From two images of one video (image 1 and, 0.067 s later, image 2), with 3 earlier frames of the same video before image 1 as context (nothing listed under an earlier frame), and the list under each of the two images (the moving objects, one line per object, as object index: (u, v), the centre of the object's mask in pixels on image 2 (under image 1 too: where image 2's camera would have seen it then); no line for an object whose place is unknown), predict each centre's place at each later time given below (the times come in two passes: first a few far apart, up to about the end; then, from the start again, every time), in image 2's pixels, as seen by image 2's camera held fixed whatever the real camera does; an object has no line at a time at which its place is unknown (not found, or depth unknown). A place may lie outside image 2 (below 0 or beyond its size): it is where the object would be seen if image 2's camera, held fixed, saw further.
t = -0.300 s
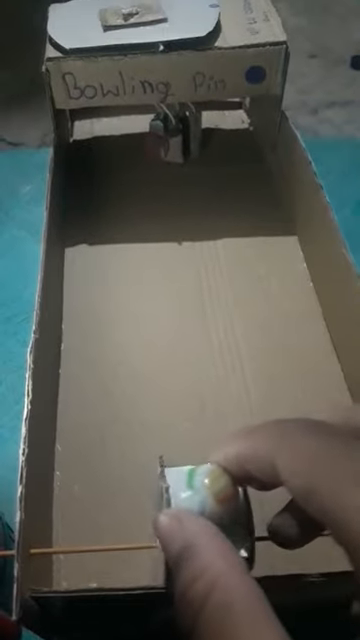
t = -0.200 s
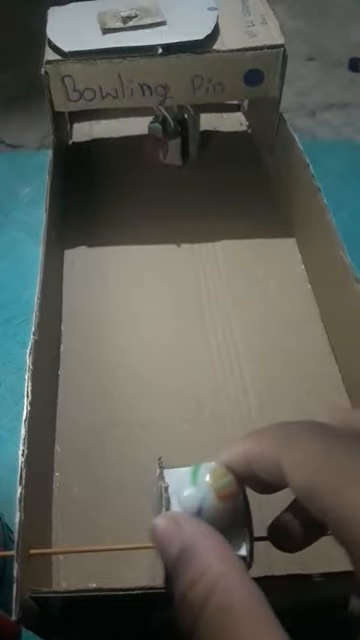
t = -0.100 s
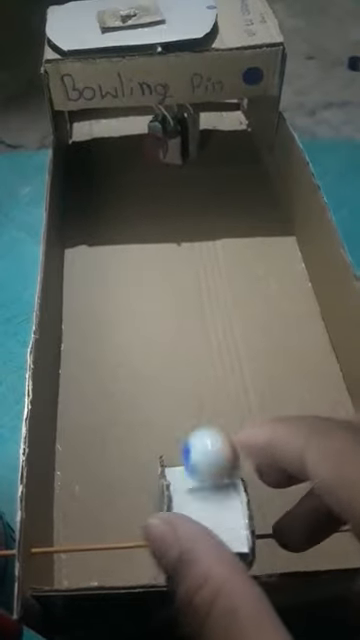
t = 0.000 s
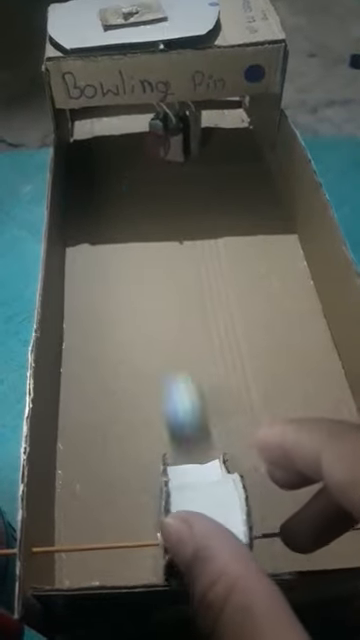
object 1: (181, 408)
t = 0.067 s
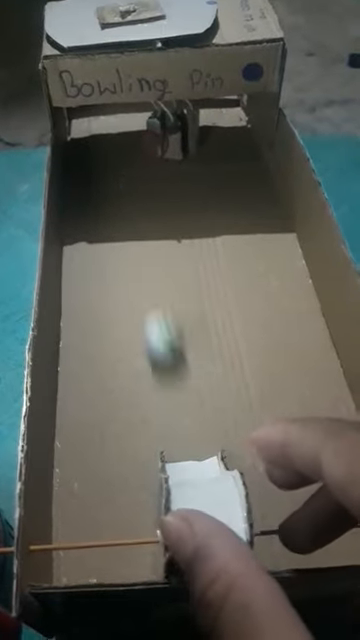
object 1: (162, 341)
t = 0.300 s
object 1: (130, 173)
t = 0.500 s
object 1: (115, 113)
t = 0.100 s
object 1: (156, 311)
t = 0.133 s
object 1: (150, 285)
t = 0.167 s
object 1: (145, 258)
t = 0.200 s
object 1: (140, 235)
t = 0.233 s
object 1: (136, 213)
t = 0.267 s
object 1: (132, 192)
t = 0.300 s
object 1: (130, 173)
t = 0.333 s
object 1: (126, 156)
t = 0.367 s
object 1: (124, 139)
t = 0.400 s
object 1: (122, 122)
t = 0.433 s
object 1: (120, 118)
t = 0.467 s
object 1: (118, 111)
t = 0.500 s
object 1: (115, 113)
